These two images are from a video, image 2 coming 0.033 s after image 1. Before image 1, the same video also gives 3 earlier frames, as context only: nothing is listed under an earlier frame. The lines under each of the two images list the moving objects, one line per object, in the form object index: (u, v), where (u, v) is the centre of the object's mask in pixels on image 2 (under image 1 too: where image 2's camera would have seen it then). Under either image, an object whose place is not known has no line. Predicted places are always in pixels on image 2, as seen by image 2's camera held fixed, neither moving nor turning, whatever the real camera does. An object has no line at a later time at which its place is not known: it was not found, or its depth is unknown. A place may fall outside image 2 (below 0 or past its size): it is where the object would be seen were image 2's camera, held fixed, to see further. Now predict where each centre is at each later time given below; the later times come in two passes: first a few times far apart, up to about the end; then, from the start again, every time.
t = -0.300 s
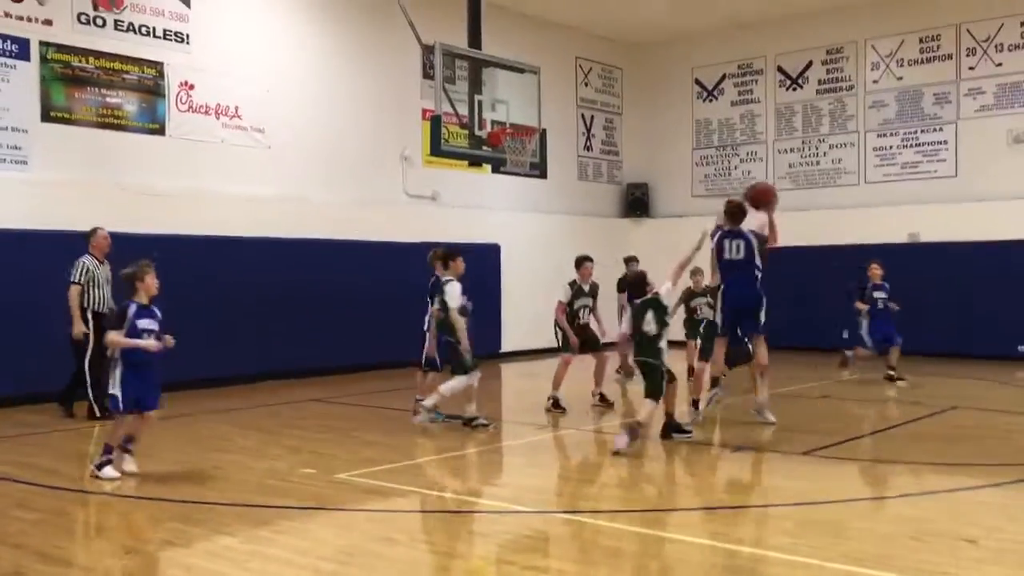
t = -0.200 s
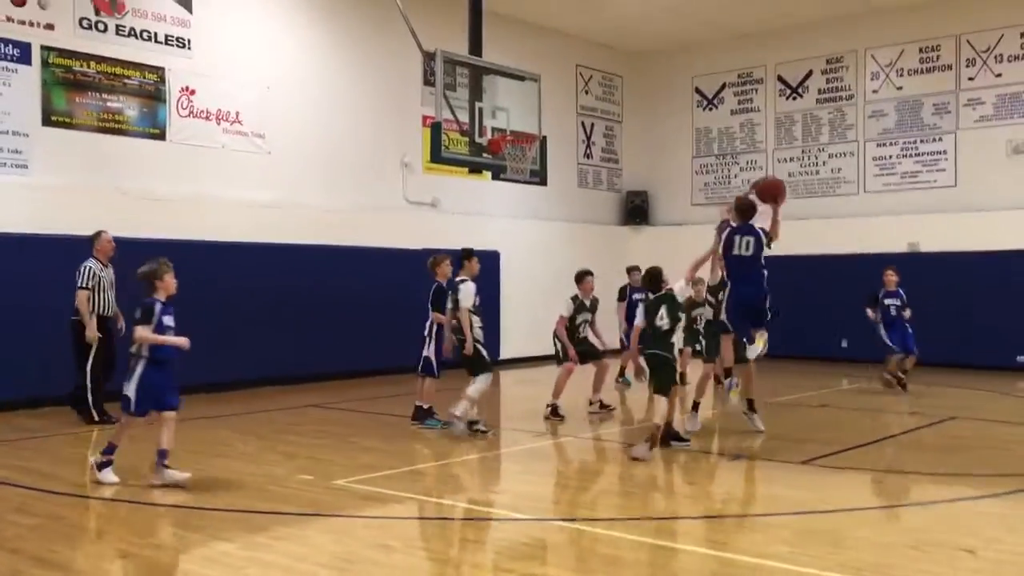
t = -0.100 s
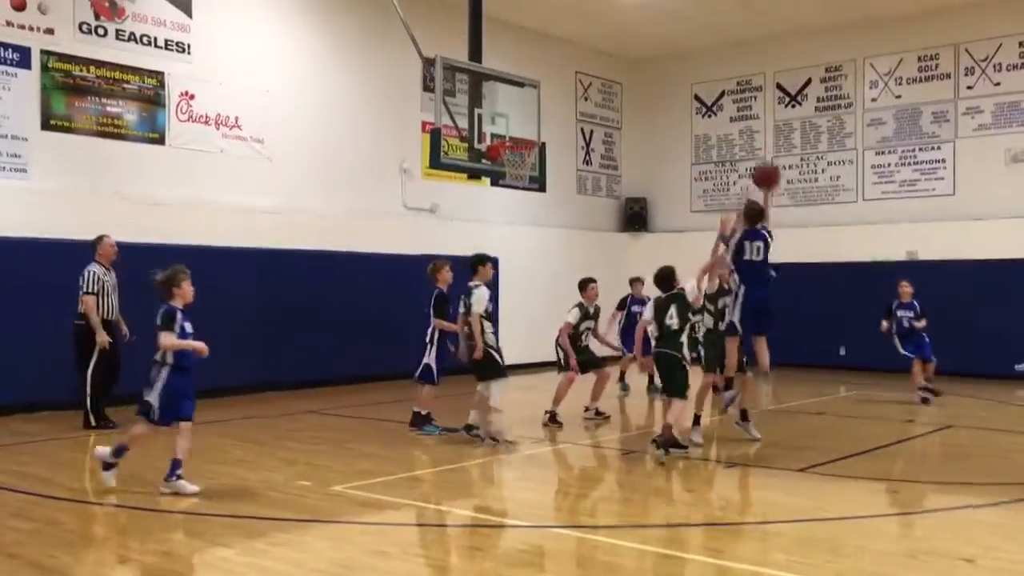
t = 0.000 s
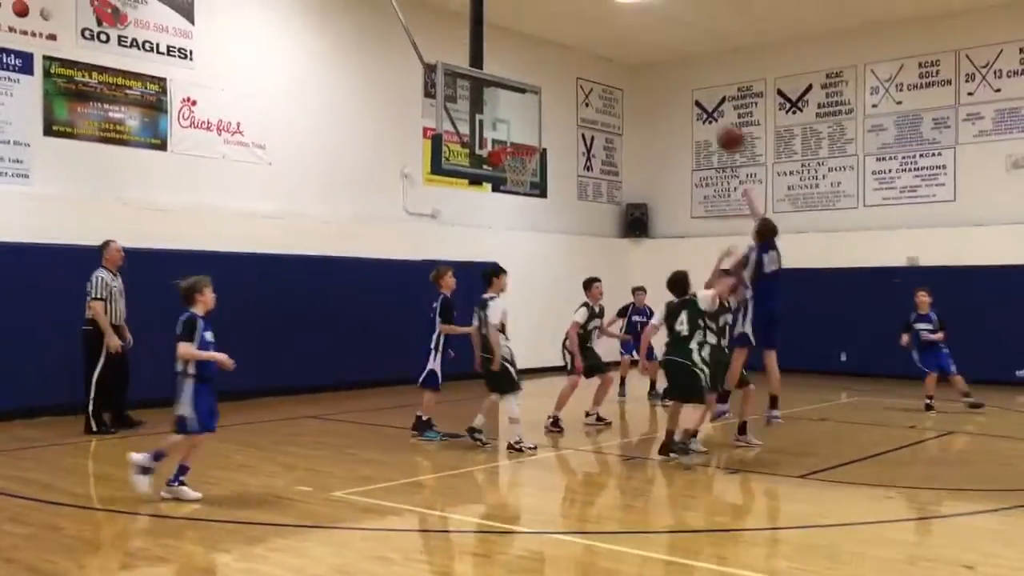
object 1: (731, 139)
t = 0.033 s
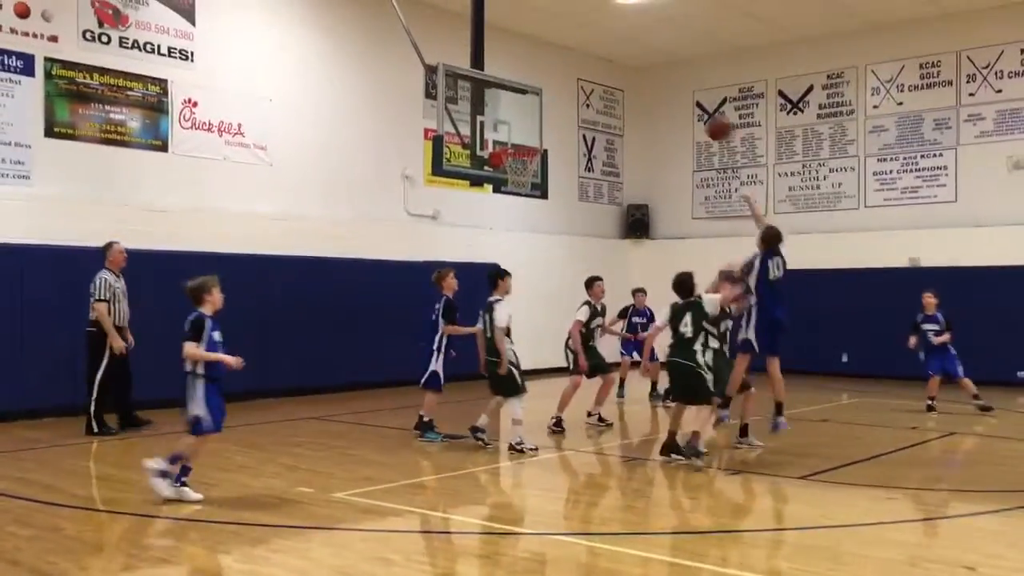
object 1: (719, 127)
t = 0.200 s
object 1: (661, 92)
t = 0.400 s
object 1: (603, 91)
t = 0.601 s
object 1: (553, 123)
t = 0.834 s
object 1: (517, 138)
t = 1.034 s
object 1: (516, 130)
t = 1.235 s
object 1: (526, 142)
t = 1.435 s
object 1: (522, 161)
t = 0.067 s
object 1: (705, 119)
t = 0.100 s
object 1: (694, 110)
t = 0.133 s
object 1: (682, 103)
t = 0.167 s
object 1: (672, 97)
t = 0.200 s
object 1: (661, 92)
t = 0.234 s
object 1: (650, 89)
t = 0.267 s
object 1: (640, 88)
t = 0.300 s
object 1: (632, 87)
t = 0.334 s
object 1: (621, 87)
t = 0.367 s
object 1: (612, 89)
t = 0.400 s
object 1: (603, 91)
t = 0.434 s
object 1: (594, 94)
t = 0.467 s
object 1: (585, 99)
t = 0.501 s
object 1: (575, 104)
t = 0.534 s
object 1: (568, 109)
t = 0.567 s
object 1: (560, 115)
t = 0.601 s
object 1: (553, 123)
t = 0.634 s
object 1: (545, 131)
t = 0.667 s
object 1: (537, 140)
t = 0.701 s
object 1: (534, 140)
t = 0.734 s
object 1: (530, 141)
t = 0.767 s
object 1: (526, 141)
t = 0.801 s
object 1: (522, 140)
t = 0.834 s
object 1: (517, 138)
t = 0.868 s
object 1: (514, 136)
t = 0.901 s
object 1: (509, 135)
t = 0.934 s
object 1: (509, 133)
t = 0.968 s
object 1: (512, 131)
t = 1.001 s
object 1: (514, 130)
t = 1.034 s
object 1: (516, 130)
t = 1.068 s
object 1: (518, 131)
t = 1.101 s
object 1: (521, 132)
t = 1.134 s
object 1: (523, 135)
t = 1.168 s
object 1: (525, 138)
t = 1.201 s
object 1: (527, 141)
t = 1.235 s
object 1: (526, 142)
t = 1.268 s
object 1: (522, 144)
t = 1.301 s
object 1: (519, 145)
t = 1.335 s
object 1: (517, 147)
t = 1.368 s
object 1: (511, 155)
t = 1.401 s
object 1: (516, 160)
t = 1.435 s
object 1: (522, 161)
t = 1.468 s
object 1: (522, 164)
